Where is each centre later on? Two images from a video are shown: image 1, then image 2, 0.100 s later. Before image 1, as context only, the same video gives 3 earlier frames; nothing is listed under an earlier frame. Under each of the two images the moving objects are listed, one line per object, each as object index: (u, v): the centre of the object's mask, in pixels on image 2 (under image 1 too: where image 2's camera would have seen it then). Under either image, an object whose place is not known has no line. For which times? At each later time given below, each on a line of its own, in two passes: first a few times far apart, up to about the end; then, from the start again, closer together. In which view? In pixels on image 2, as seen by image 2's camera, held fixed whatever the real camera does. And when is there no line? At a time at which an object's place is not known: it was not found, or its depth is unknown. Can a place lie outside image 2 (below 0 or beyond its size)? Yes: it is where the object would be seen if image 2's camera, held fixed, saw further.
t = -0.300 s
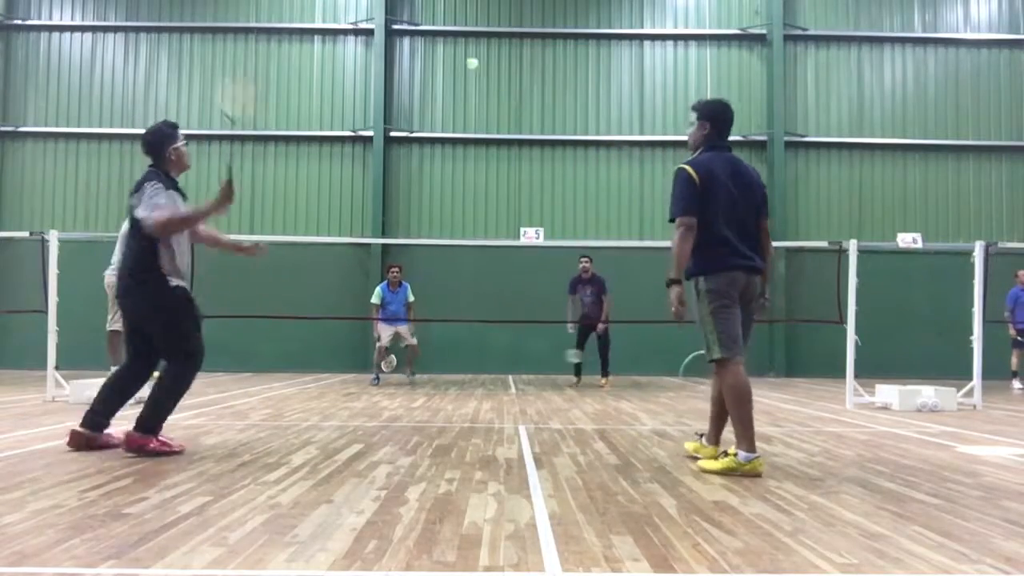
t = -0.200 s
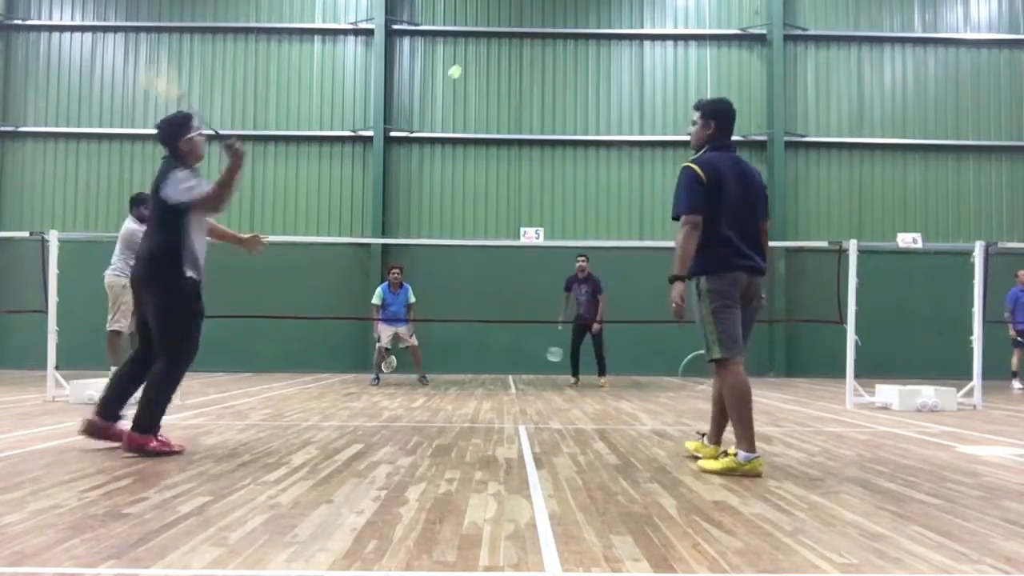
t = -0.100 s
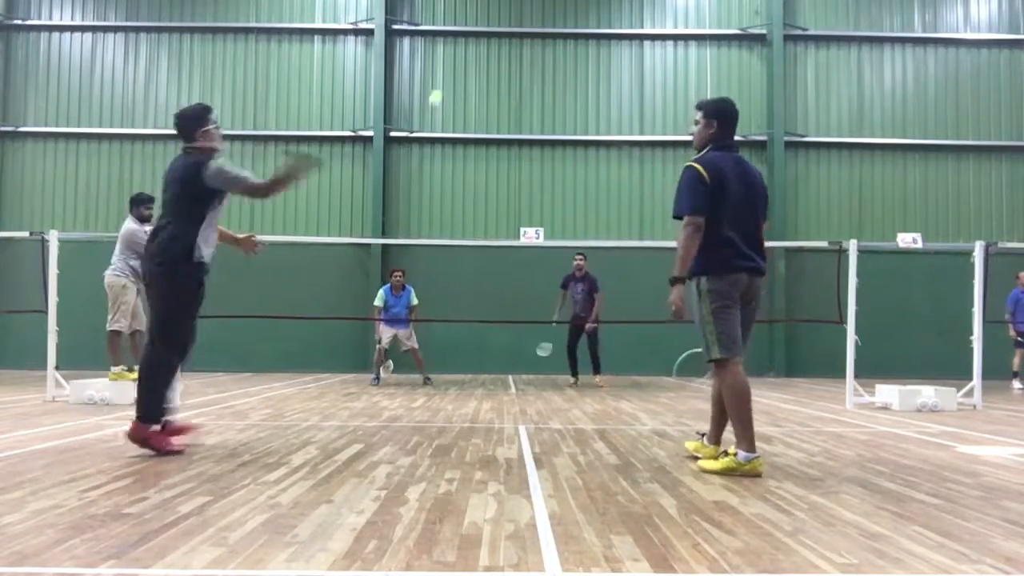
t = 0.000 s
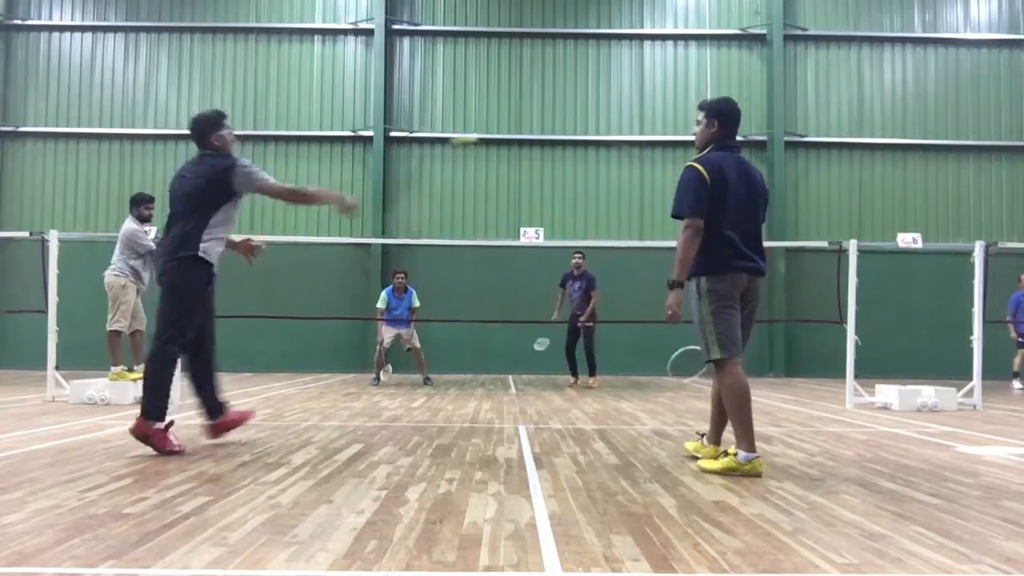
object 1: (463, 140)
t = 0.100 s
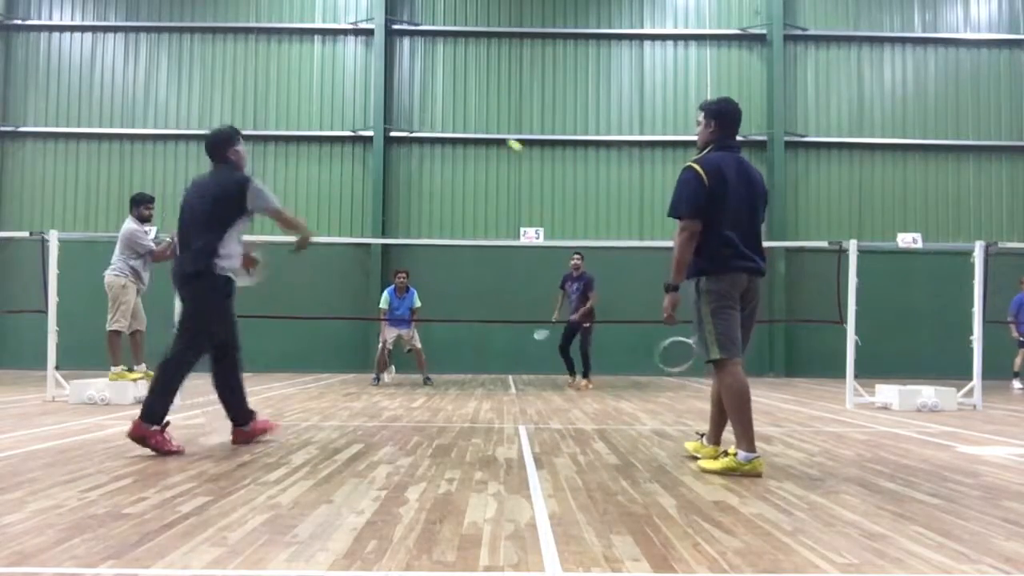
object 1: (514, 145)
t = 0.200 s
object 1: (540, 161)
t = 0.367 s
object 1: (565, 190)
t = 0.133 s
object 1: (524, 152)
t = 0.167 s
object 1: (532, 156)
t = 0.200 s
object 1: (540, 161)
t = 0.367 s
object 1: (565, 190)
